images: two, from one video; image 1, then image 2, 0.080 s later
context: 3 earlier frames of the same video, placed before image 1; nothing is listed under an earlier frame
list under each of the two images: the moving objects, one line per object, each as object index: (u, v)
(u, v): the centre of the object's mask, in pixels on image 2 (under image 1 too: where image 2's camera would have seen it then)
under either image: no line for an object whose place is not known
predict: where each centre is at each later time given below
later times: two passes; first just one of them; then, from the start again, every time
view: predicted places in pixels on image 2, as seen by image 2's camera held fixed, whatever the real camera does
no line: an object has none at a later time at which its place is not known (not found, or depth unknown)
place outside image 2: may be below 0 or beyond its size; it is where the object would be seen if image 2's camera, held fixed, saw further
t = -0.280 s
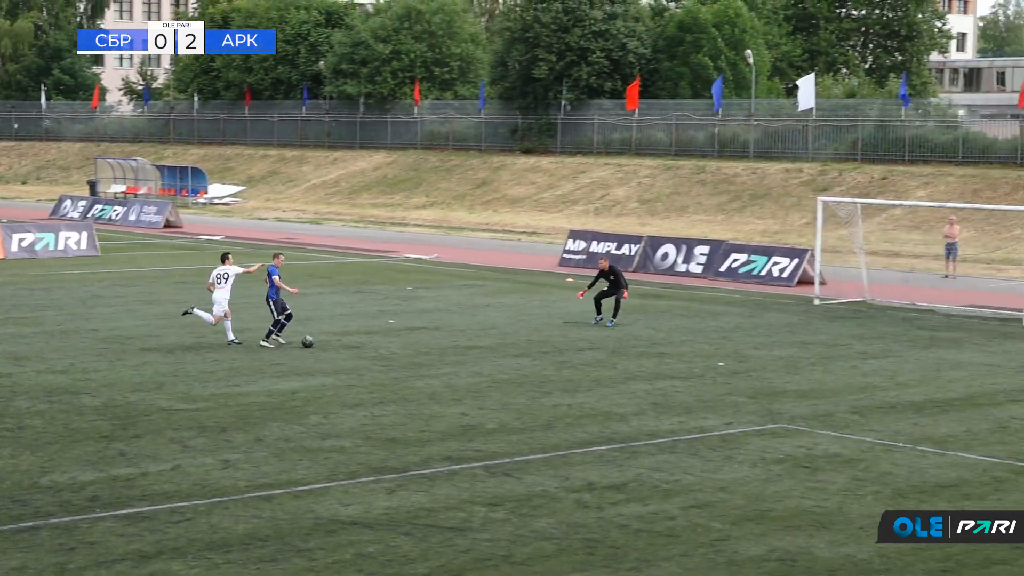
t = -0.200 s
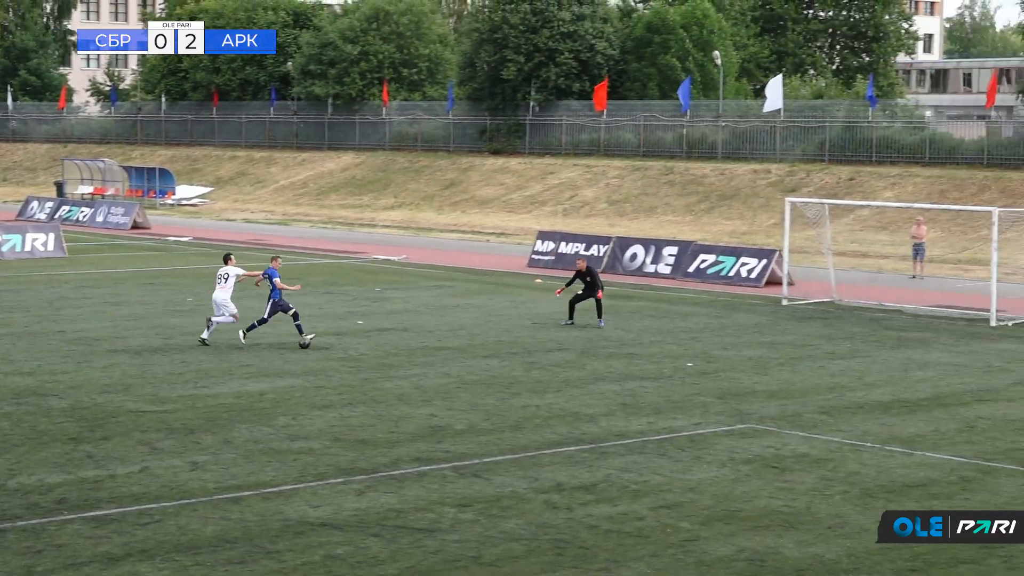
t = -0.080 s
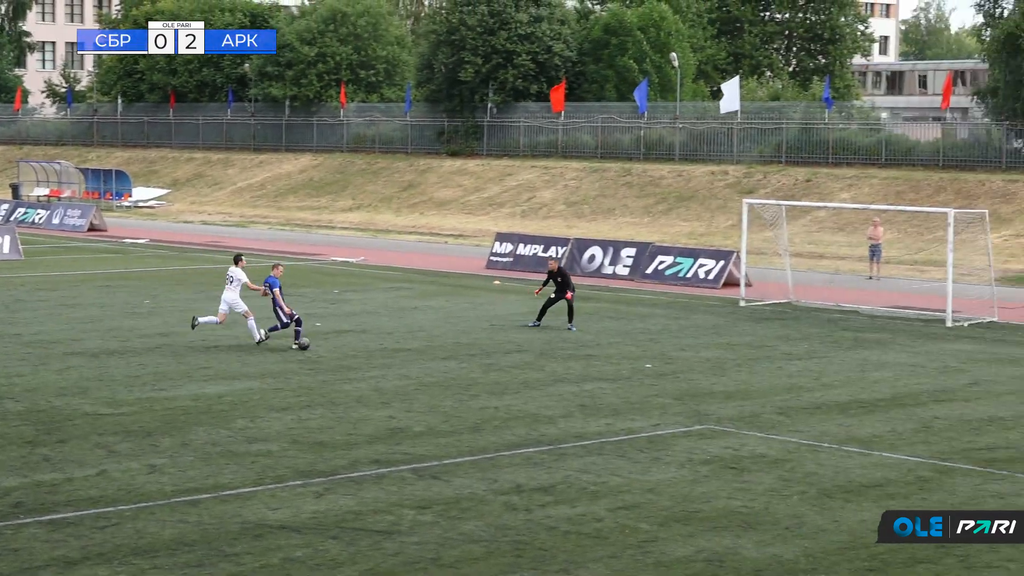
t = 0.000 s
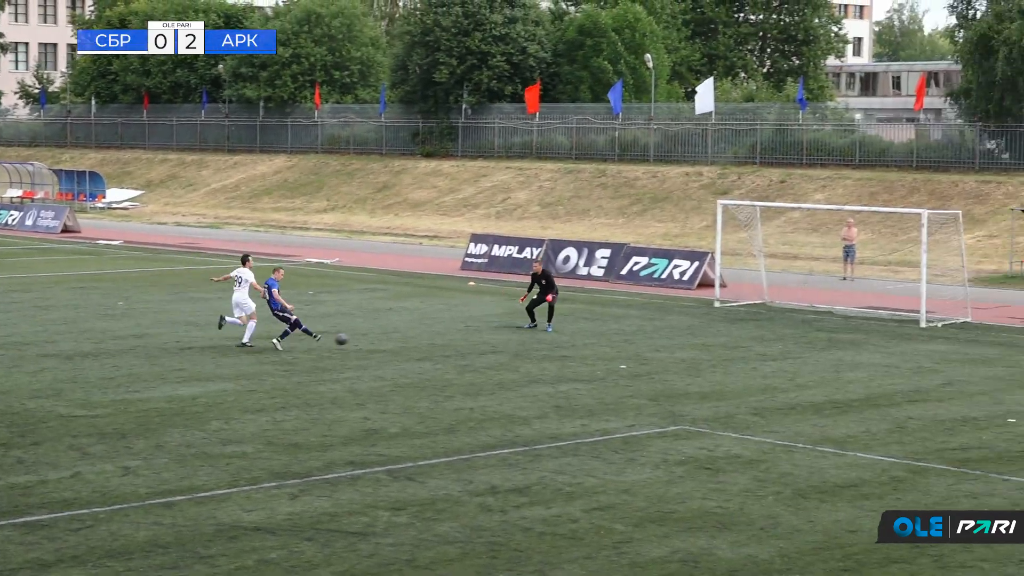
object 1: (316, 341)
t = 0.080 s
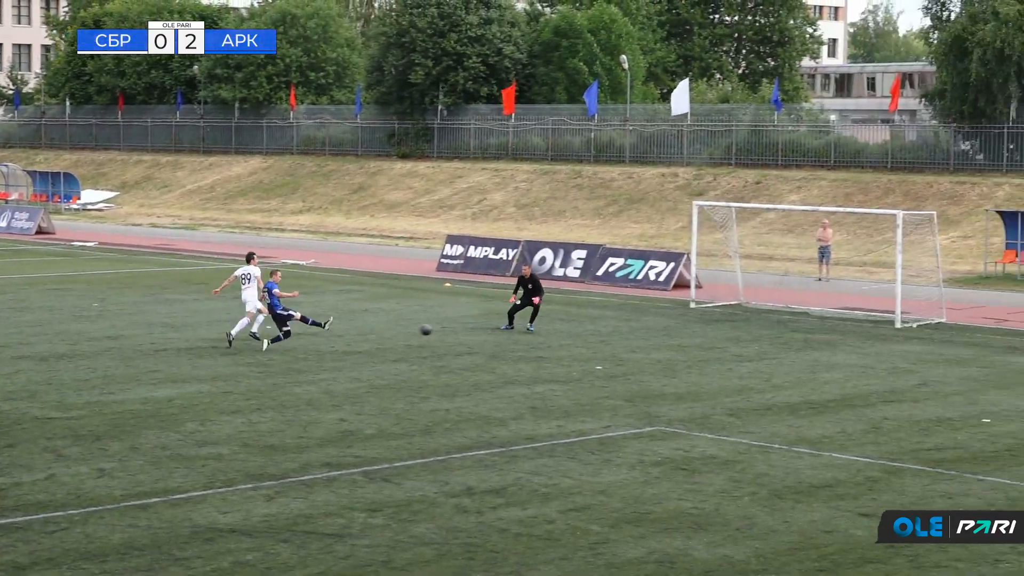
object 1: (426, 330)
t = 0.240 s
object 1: (616, 322)
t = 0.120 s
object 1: (476, 326)
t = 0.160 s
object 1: (524, 324)
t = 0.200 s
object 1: (572, 322)
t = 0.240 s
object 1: (616, 322)
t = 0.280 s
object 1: (656, 323)
